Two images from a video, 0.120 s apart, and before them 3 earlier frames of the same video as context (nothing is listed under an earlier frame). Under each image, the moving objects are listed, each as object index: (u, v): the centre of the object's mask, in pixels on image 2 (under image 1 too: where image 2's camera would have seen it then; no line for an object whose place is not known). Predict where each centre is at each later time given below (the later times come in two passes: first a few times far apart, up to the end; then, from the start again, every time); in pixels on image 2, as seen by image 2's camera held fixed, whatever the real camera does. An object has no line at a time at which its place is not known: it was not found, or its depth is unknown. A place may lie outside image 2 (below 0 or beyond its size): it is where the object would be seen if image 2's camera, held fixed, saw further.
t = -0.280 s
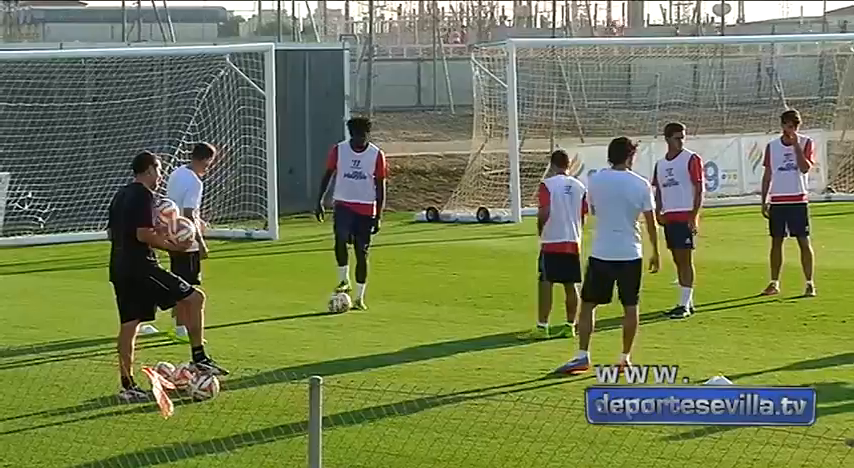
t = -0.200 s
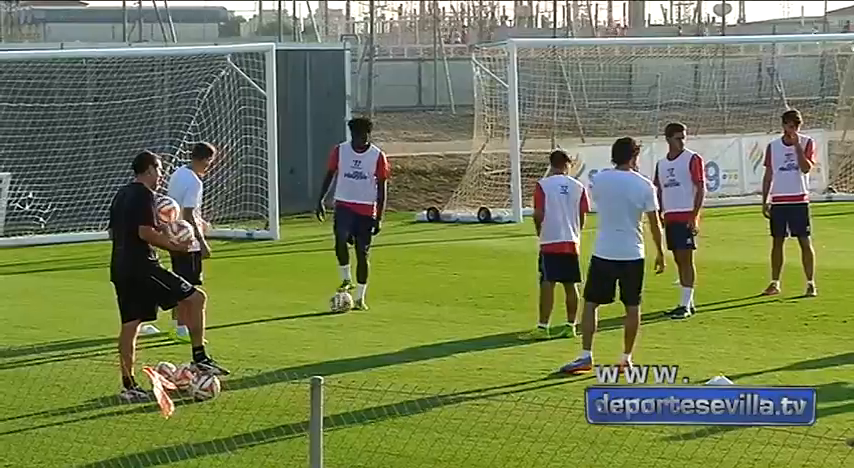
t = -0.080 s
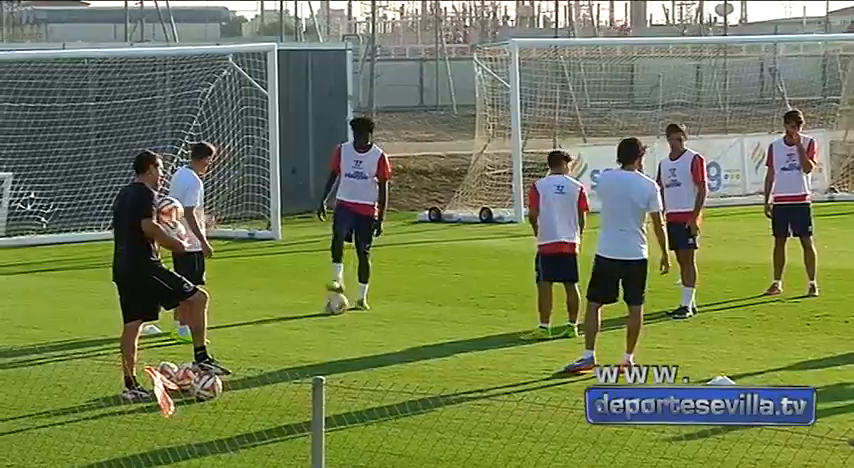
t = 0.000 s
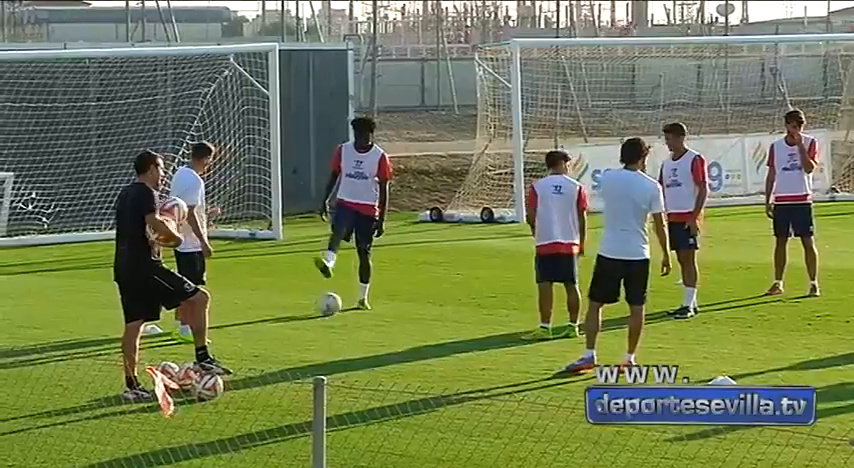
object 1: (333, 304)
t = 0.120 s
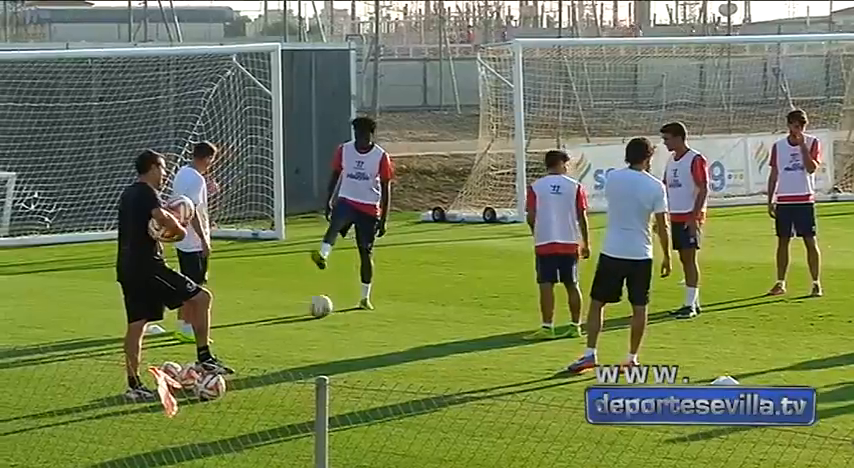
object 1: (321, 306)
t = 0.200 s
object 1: (313, 307)
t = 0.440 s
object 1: (289, 313)
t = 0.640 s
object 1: (270, 317)
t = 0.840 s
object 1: (253, 320)
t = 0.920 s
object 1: (246, 321)
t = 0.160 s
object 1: (317, 307)
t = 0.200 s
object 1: (313, 307)
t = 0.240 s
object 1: (308, 309)
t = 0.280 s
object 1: (305, 310)
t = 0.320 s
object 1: (301, 311)
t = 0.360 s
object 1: (298, 312)
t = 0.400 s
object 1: (294, 312)
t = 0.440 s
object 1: (289, 313)
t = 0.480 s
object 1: (286, 314)
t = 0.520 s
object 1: (281, 314)
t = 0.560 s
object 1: (278, 315)
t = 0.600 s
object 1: (274, 316)
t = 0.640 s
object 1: (270, 317)
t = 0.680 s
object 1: (266, 317)
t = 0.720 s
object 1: (263, 318)
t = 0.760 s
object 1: (260, 319)
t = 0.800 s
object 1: (256, 319)
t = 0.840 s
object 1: (253, 320)
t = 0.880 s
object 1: (249, 321)
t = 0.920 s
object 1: (246, 321)
